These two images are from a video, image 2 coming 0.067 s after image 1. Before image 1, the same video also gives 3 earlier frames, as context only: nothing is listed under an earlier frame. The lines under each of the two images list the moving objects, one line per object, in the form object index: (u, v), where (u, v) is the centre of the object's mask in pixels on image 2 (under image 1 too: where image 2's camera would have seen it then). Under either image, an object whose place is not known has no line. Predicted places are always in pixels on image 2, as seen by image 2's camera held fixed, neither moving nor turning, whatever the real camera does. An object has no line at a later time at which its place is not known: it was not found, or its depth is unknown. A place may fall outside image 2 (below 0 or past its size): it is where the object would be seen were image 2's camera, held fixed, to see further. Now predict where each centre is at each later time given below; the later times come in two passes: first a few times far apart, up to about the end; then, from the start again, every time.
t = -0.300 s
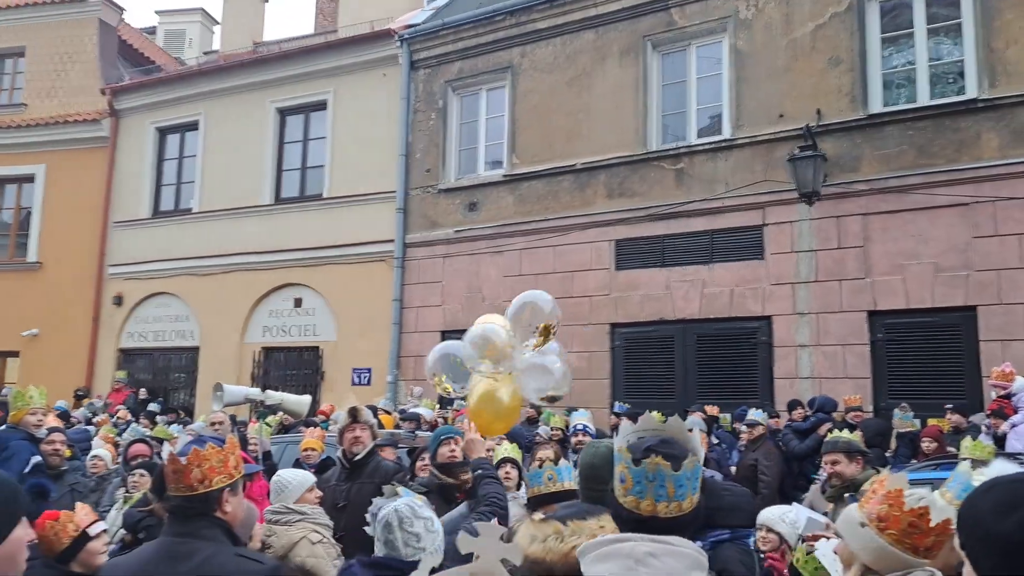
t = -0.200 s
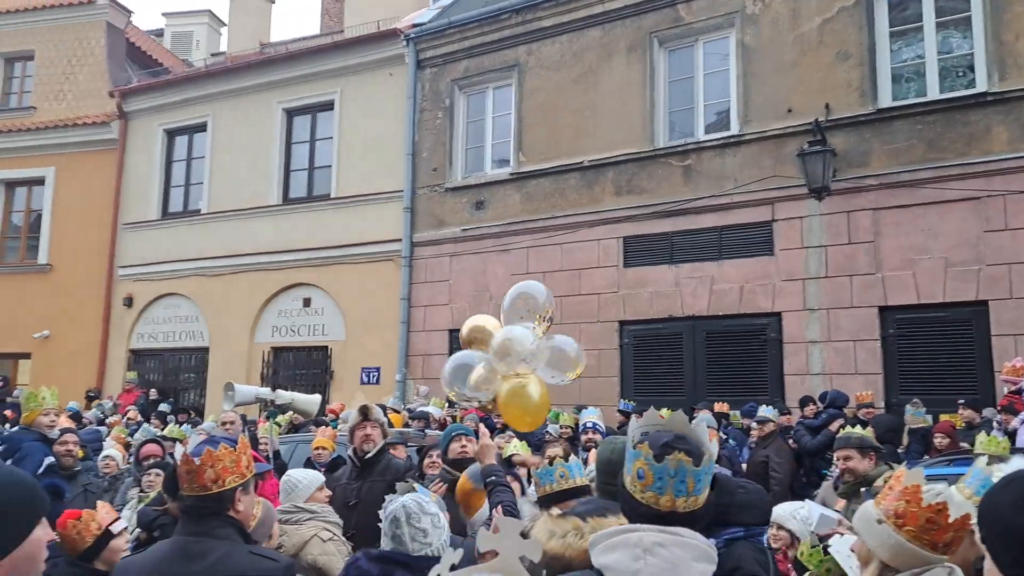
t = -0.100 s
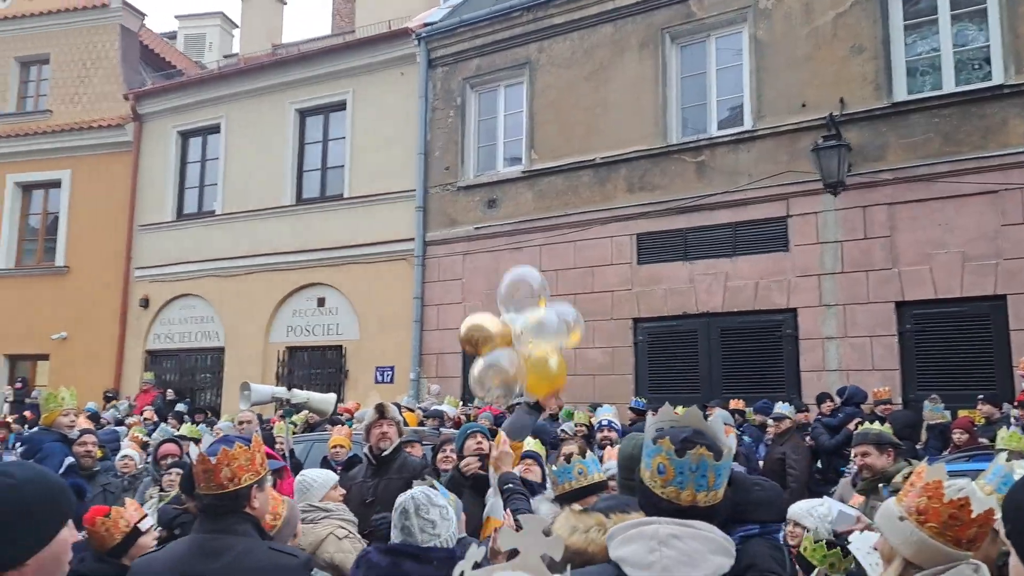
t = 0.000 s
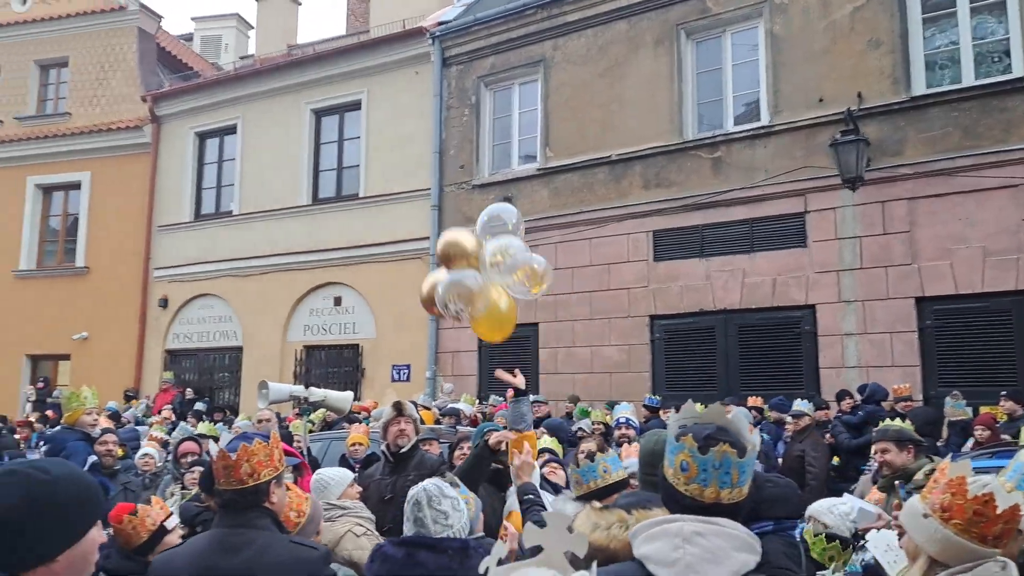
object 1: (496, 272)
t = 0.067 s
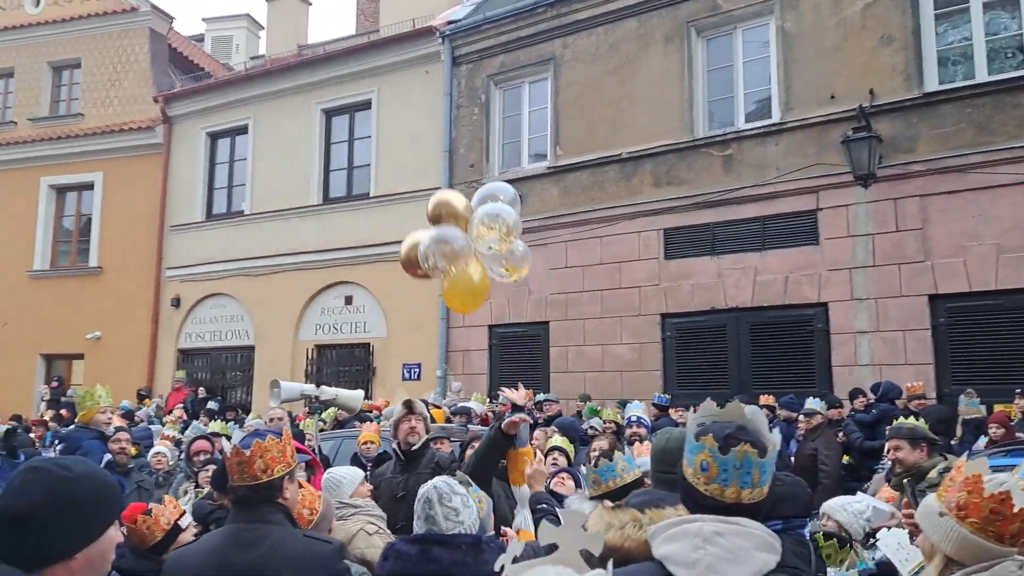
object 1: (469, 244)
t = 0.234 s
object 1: (417, 192)
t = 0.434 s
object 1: (384, 146)
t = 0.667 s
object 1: (366, 122)
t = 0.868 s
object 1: (359, 119)
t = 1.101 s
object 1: (354, 138)
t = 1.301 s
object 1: (356, 172)
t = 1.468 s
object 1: (359, 214)
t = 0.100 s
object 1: (457, 234)
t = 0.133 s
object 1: (446, 223)
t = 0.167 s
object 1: (435, 212)
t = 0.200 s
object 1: (426, 202)
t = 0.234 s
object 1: (417, 192)
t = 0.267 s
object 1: (410, 183)
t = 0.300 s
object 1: (404, 174)
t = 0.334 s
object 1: (398, 166)
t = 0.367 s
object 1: (393, 159)
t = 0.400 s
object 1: (389, 152)
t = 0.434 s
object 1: (384, 146)
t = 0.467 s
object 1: (380, 141)
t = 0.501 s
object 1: (377, 137)
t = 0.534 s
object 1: (374, 132)
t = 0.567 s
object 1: (372, 129)
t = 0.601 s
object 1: (370, 127)
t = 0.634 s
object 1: (368, 124)
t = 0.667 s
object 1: (366, 122)
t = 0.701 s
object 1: (365, 120)
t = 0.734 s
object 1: (363, 119)
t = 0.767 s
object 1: (362, 118)
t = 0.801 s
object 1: (360, 118)
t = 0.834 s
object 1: (360, 118)
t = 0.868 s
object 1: (359, 119)
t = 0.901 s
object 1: (358, 120)
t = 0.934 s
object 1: (357, 122)
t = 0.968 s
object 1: (357, 124)
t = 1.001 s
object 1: (355, 127)
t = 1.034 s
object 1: (355, 130)
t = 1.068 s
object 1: (355, 134)
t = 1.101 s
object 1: (354, 138)
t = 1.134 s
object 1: (354, 142)
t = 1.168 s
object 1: (355, 147)
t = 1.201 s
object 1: (355, 152)
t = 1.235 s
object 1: (356, 159)
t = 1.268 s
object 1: (356, 165)
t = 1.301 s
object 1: (356, 172)
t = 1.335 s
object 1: (357, 179)
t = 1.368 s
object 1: (358, 188)
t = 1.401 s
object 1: (359, 196)
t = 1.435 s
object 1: (359, 204)
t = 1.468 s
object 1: (359, 214)
